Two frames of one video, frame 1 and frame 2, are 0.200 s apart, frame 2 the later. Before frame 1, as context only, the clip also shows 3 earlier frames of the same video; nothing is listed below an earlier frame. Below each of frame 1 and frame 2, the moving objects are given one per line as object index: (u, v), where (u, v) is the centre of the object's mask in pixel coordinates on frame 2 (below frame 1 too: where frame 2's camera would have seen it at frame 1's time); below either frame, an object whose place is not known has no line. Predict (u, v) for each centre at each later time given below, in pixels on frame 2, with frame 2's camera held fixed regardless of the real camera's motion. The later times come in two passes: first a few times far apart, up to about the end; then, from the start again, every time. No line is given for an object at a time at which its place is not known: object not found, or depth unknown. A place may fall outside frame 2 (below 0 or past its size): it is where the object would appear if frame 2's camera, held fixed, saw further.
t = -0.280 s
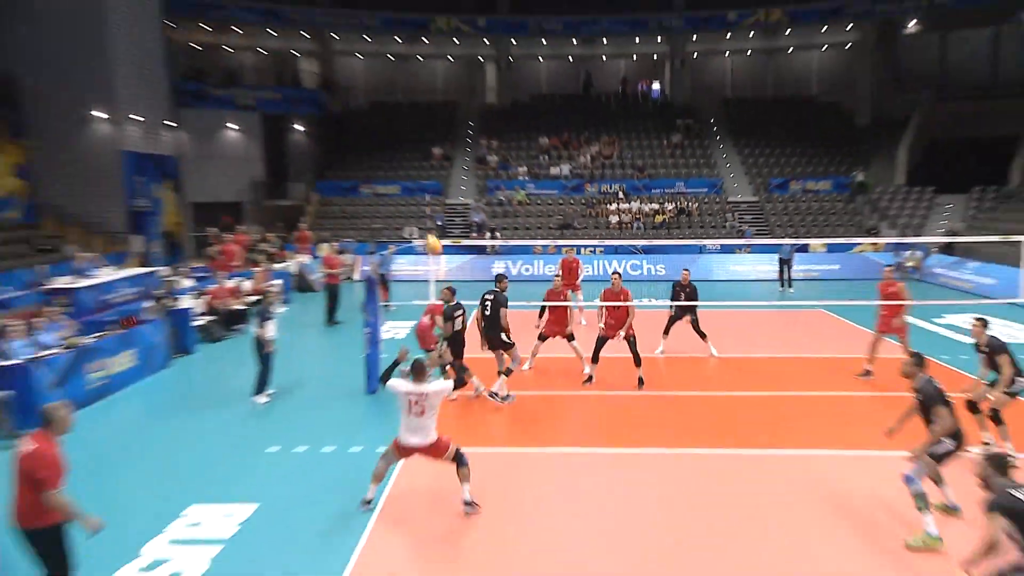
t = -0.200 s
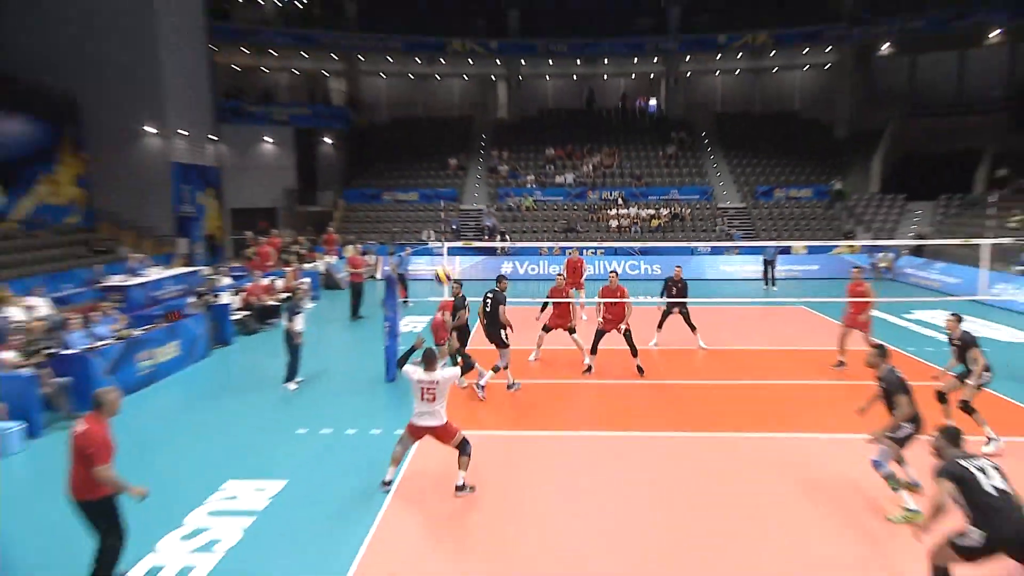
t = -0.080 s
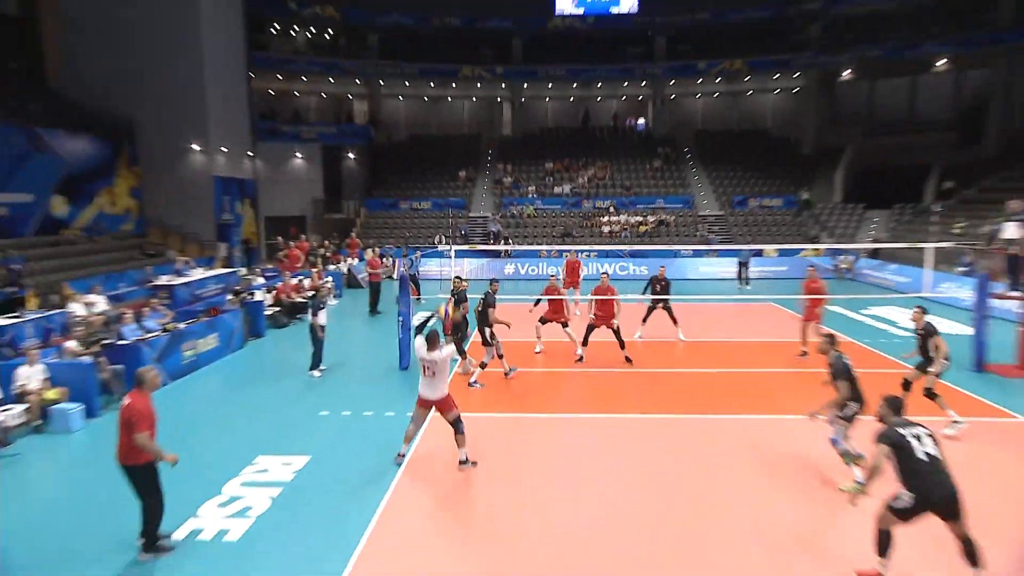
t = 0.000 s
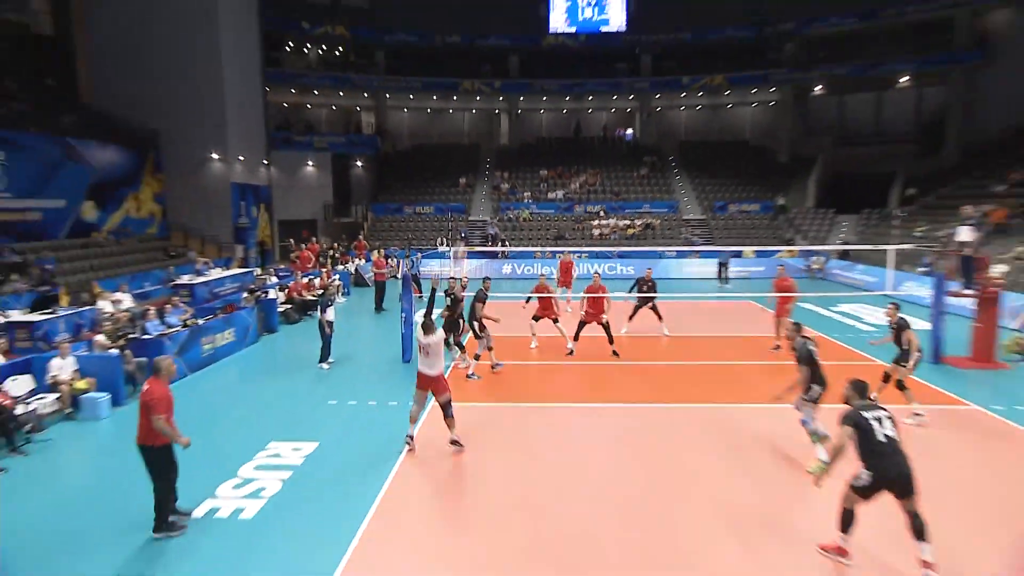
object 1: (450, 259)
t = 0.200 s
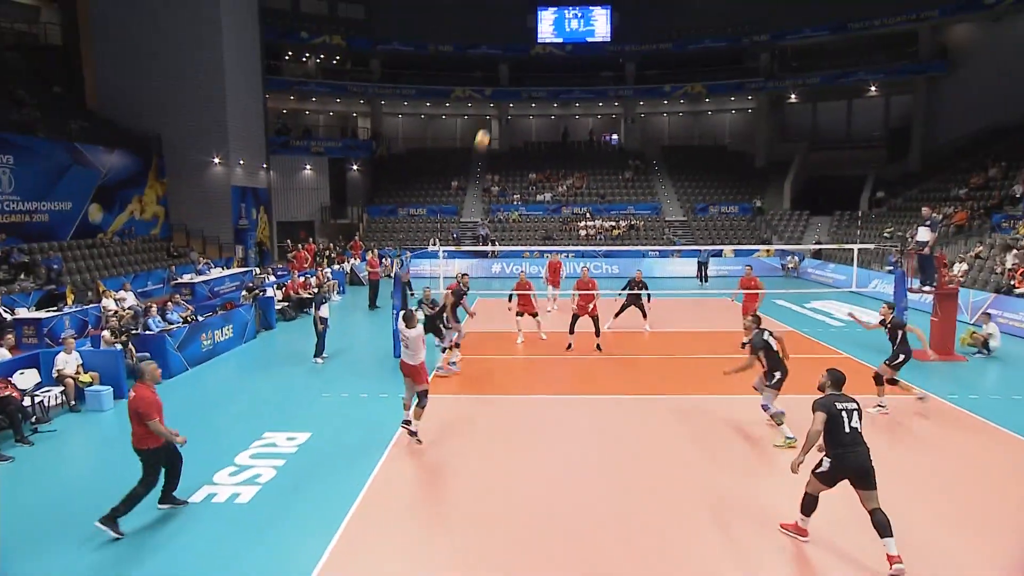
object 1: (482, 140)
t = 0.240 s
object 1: (488, 122)
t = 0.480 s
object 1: (522, 44)
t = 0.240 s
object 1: (488, 122)
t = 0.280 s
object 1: (494, 104)
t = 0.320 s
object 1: (500, 90)
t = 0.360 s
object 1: (506, 77)
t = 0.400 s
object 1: (512, 65)
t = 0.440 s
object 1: (517, 54)
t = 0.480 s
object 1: (522, 44)
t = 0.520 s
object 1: (527, 36)
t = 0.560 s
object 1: (531, 28)
